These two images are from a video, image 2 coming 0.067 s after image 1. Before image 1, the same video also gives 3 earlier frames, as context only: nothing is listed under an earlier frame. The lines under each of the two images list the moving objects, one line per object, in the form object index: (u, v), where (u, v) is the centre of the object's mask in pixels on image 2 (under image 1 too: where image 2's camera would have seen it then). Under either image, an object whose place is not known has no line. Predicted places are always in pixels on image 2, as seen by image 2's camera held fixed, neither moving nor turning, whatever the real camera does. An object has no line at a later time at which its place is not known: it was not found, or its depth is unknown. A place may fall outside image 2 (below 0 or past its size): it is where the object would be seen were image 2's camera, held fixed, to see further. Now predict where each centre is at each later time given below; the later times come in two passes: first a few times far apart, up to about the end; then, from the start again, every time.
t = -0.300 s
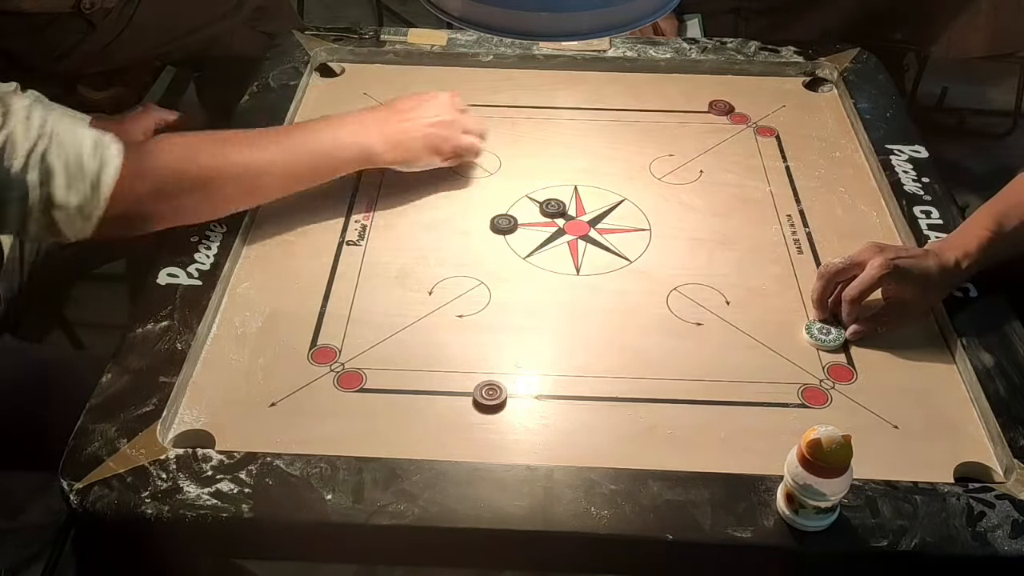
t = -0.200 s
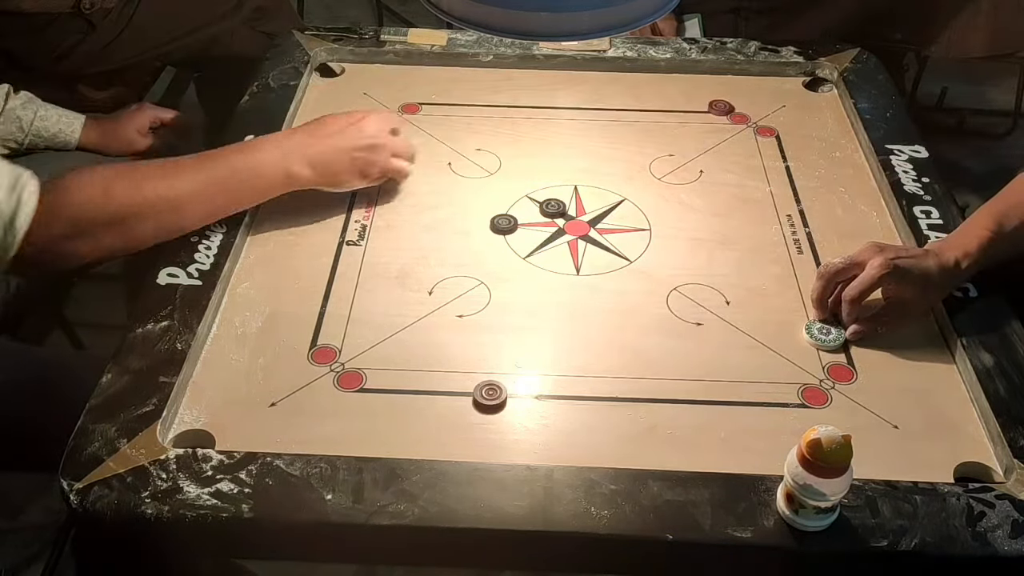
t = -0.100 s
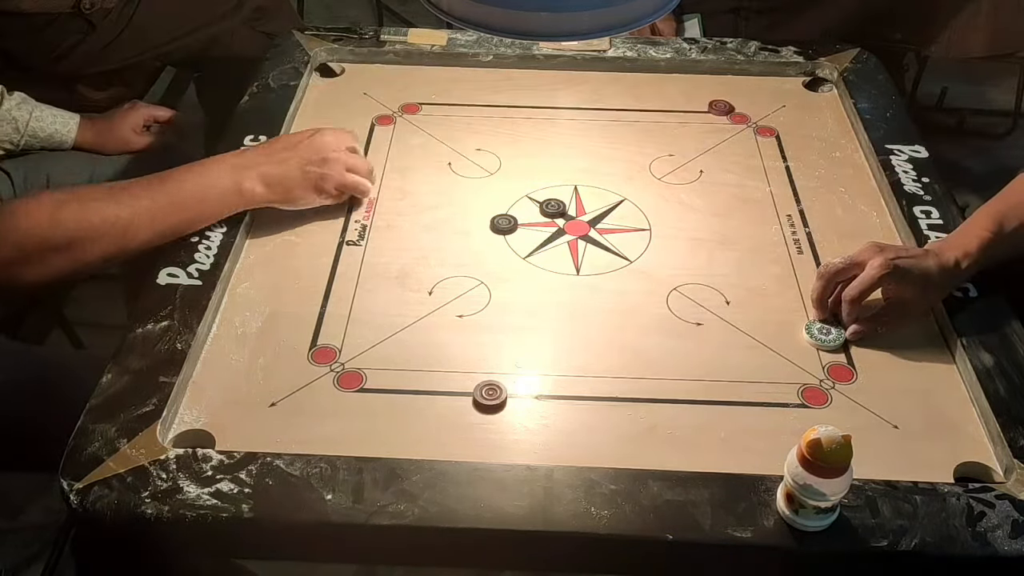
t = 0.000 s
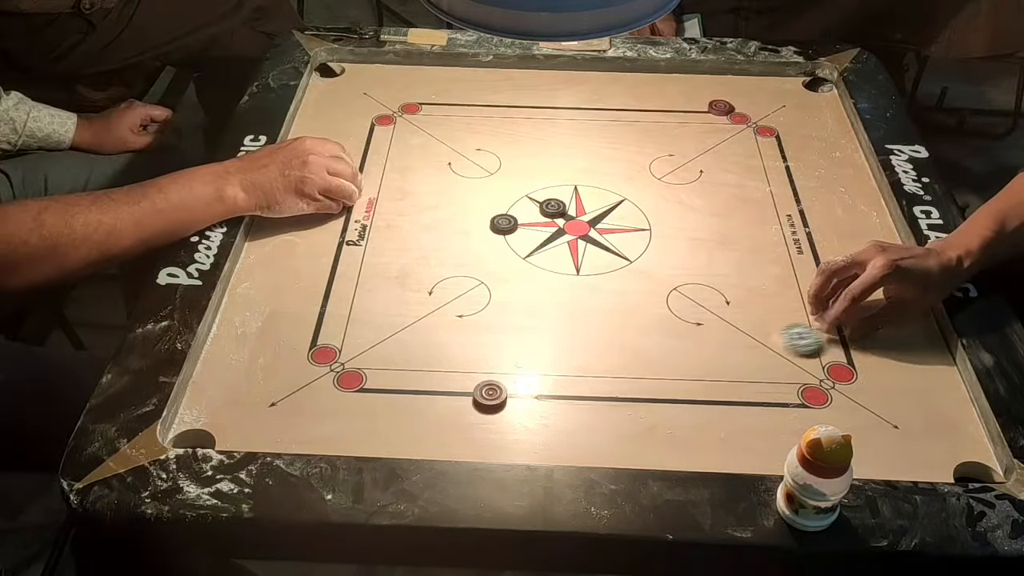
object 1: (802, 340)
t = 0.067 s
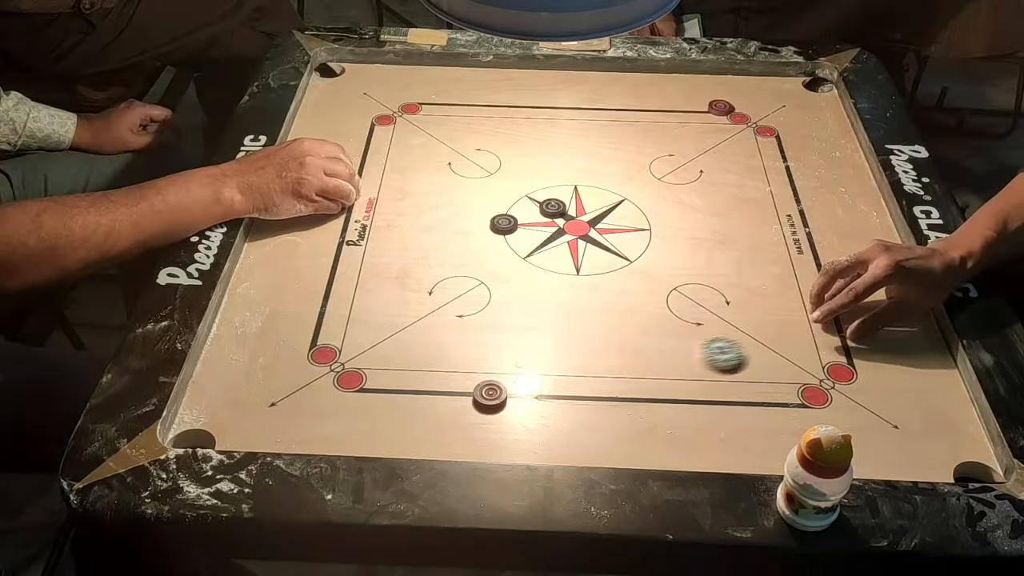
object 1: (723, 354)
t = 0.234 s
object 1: (542, 387)
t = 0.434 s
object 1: (471, 403)
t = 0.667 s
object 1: (461, 405)
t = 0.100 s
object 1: (685, 362)
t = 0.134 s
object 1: (647, 368)
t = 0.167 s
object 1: (612, 375)
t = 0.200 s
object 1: (578, 381)
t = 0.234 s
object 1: (542, 387)
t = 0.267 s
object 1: (520, 393)
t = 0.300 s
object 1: (507, 395)
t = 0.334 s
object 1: (496, 398)
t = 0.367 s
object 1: (485, 401)
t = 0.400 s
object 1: (477, 403)
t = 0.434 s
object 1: (471, 403)
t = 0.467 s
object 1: (466, 404)
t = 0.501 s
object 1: (463, 404)
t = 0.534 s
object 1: (461, 405)
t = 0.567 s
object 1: (461, 405)
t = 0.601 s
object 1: (461, 405)
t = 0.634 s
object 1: (461, 405)
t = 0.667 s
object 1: (461, 405)
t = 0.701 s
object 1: (461, 405)
